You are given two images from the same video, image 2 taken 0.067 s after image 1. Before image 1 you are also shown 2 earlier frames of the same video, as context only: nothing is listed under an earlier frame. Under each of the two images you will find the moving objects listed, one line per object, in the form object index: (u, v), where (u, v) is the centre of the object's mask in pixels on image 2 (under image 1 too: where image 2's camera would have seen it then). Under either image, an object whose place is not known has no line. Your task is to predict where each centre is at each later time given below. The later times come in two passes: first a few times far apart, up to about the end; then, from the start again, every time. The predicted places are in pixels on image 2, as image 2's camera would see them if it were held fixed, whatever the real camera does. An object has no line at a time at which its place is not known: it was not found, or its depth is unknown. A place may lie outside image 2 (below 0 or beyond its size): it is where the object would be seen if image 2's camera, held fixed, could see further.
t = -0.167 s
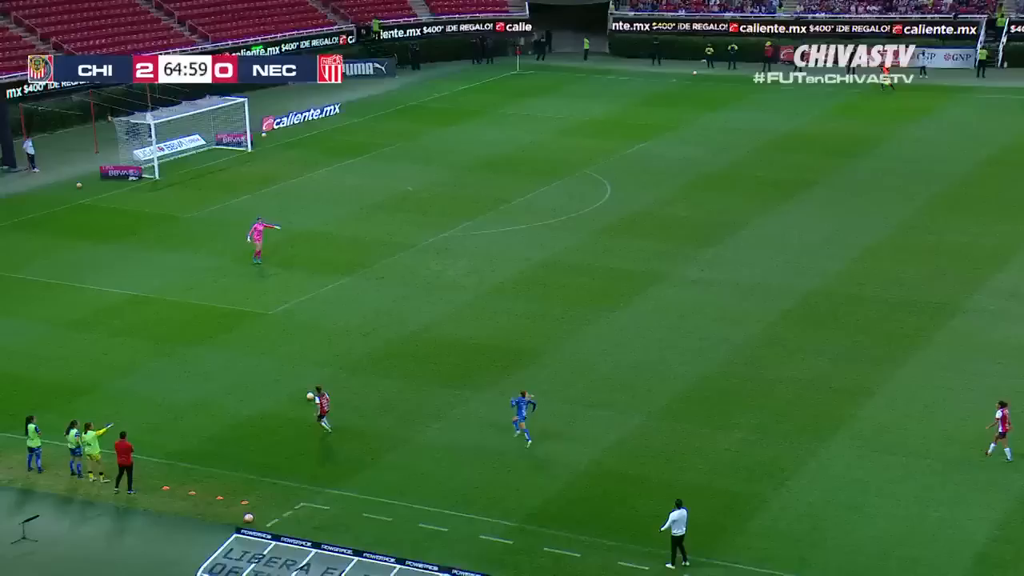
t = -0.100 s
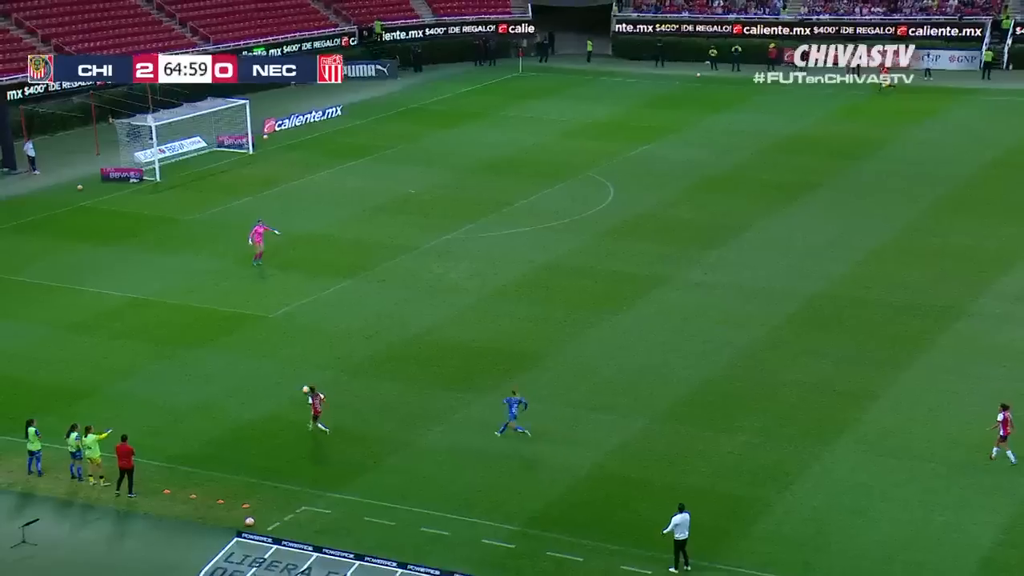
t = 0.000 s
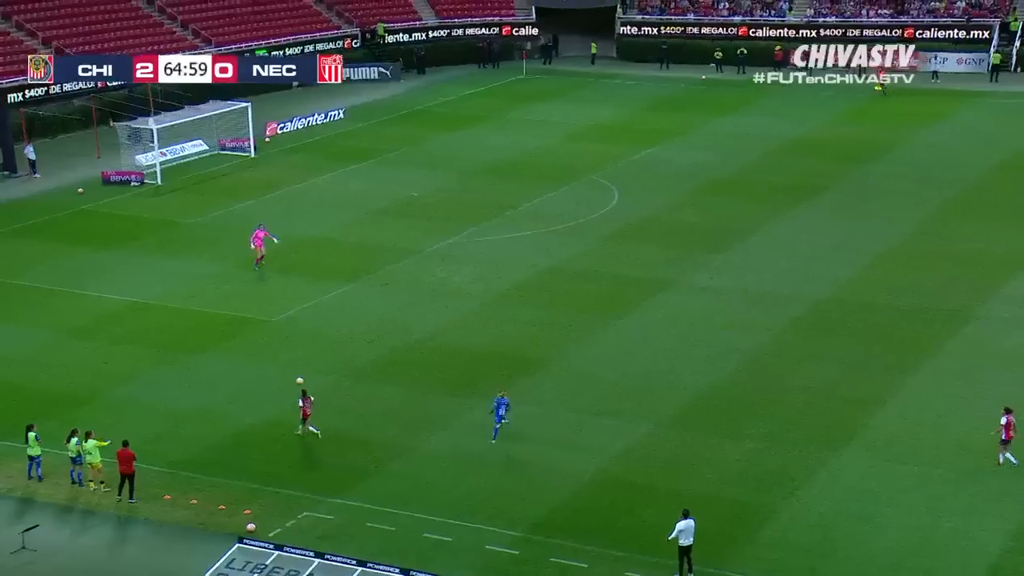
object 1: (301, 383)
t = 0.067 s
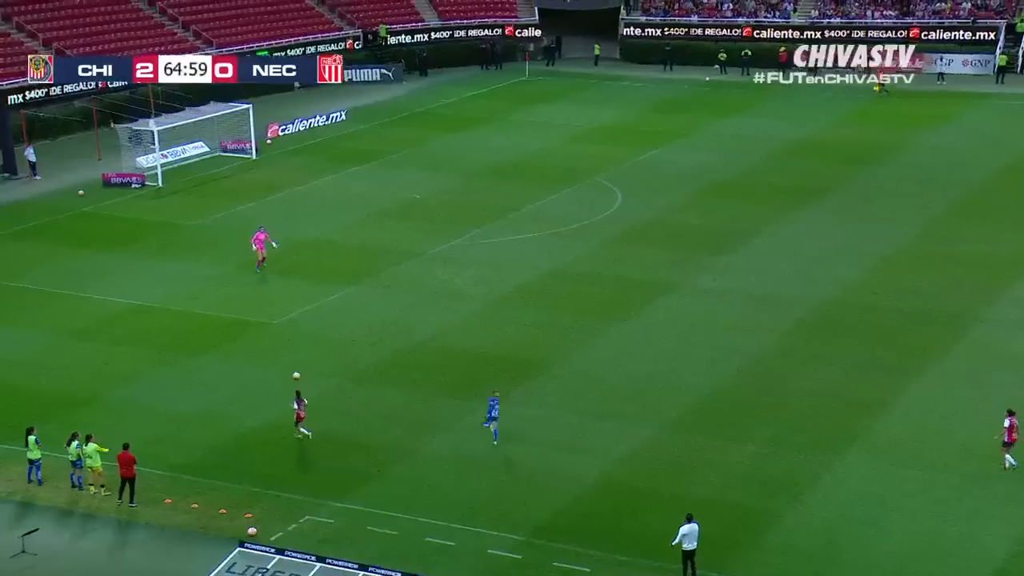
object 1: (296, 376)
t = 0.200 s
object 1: (288, 360)
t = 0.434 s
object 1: (277, 340)
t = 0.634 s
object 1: (270, 326)
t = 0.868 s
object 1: (262, 311)
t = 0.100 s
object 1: (294, 372)
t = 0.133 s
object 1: (292, 369)
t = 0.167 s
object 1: (290, 364)
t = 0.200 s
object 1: (288, 360)
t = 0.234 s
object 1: (286, 357)
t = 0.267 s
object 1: (284, 354)
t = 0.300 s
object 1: (283, 351)
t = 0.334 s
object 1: (281, 349)
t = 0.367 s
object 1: (280, 345)
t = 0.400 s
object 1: (278, 343)
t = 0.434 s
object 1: (277, 340)
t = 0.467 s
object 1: (276, 338)
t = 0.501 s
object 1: (274, 336)
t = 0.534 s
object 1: (273, 333)
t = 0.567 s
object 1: (272, 331)
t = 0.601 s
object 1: (271, 328)
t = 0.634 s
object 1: (270, 326)
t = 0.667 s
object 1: (269, 324)
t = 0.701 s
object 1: (268, 322)
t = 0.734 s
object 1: (267, 320)
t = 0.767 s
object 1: (266, 318)
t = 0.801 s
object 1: (265, 316)
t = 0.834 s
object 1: (264, 314)
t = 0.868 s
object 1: (262, 311)
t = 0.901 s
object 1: (261, 310)
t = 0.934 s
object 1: (260, 308)
